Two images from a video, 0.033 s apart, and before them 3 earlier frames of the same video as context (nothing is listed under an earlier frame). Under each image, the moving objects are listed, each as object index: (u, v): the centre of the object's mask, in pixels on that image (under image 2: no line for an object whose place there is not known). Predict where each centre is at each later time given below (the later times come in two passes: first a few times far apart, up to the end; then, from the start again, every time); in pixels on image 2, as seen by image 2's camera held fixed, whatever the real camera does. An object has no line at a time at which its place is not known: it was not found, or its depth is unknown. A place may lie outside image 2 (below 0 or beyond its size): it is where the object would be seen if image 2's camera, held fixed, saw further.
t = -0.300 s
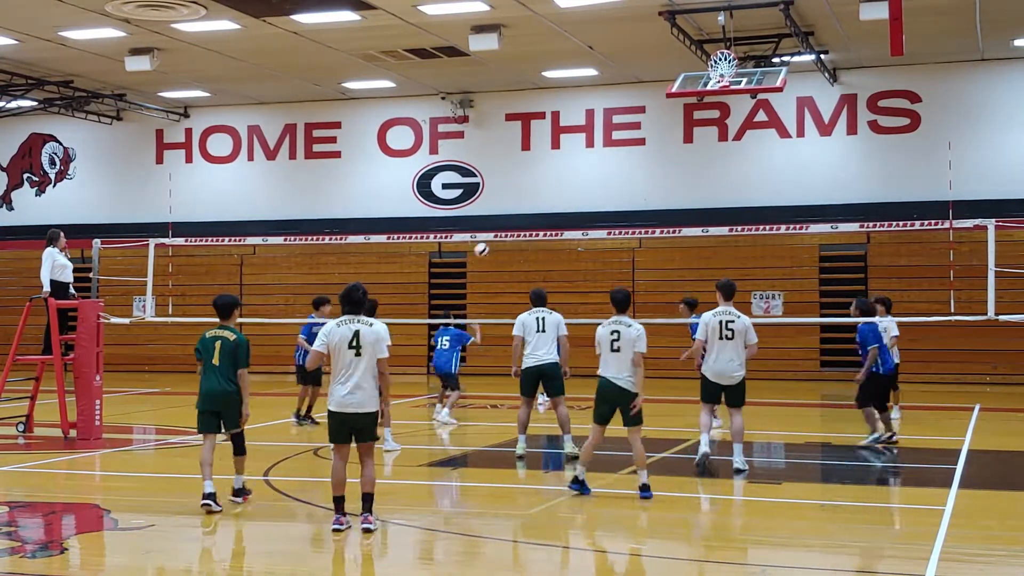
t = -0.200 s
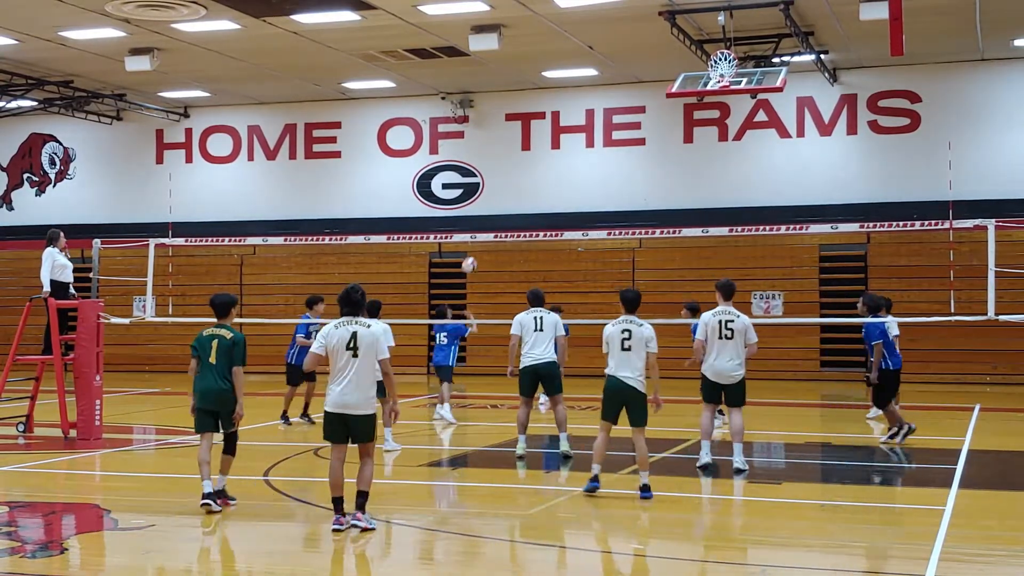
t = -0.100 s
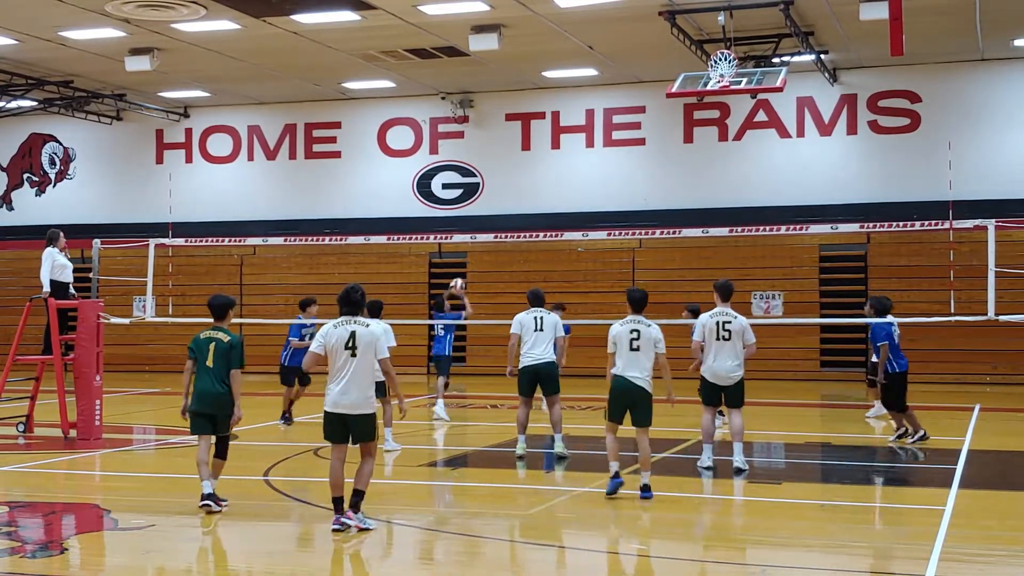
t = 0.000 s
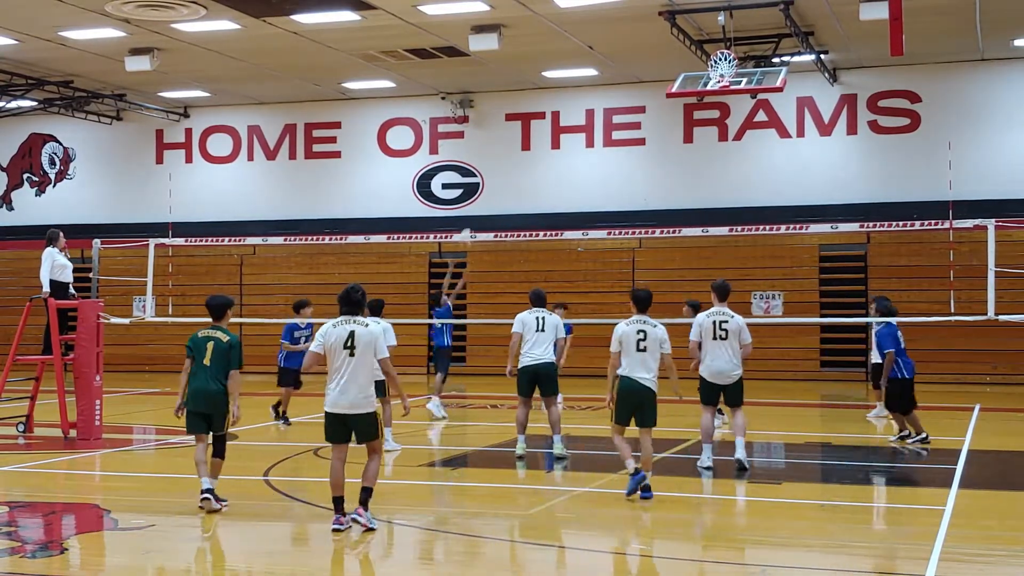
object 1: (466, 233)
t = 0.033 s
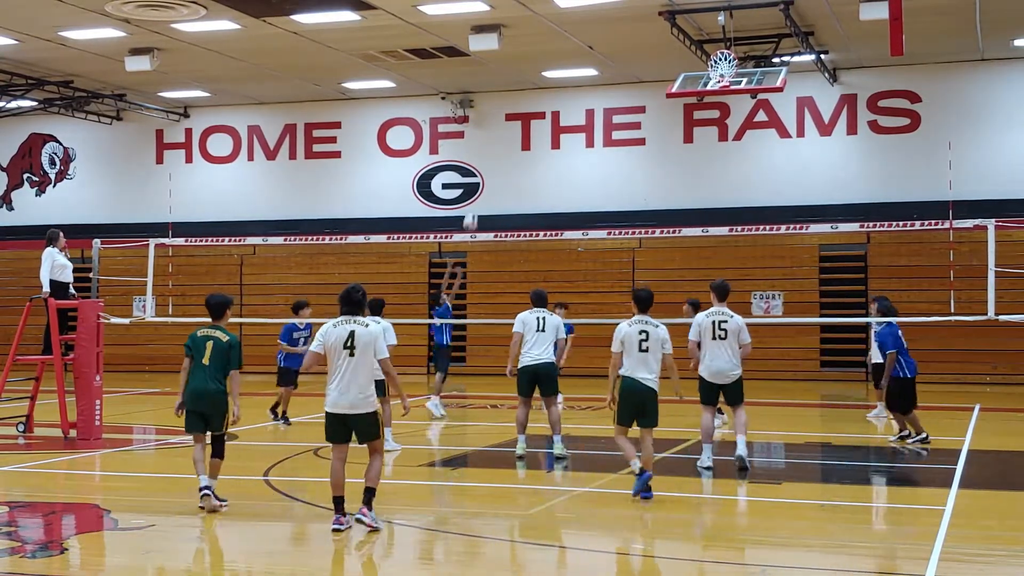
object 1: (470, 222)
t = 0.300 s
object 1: (503, 114)
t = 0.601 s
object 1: (539, 51)
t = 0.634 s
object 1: (543, 48)
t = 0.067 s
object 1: (475, 205)
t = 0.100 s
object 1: (479, 190)
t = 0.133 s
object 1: (483, 178)
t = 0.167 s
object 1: (488, 162)
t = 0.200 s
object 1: (492, 149)
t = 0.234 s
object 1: (496, 137)
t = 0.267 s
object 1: (500, 124)
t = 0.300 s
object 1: (503, 114)
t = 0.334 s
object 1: (507, 105)
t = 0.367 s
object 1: (512, 96)
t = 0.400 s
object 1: (515, 87)
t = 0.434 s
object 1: (519, 79)
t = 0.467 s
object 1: (523, 72)
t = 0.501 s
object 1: (527, 65)
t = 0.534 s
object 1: (531, 60)
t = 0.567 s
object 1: (535, 56)
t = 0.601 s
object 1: (539, 51)
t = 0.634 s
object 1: (543, 48)
